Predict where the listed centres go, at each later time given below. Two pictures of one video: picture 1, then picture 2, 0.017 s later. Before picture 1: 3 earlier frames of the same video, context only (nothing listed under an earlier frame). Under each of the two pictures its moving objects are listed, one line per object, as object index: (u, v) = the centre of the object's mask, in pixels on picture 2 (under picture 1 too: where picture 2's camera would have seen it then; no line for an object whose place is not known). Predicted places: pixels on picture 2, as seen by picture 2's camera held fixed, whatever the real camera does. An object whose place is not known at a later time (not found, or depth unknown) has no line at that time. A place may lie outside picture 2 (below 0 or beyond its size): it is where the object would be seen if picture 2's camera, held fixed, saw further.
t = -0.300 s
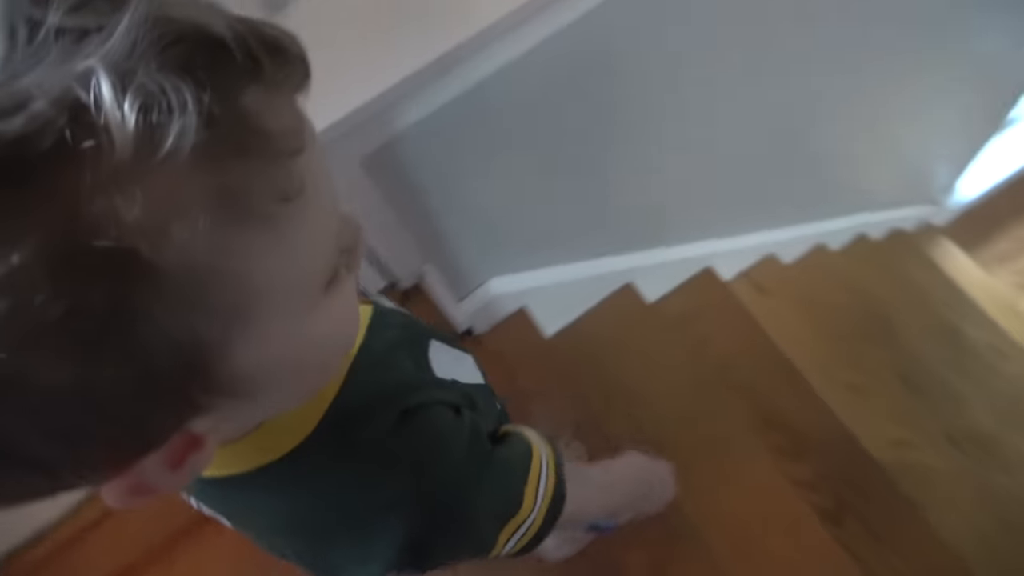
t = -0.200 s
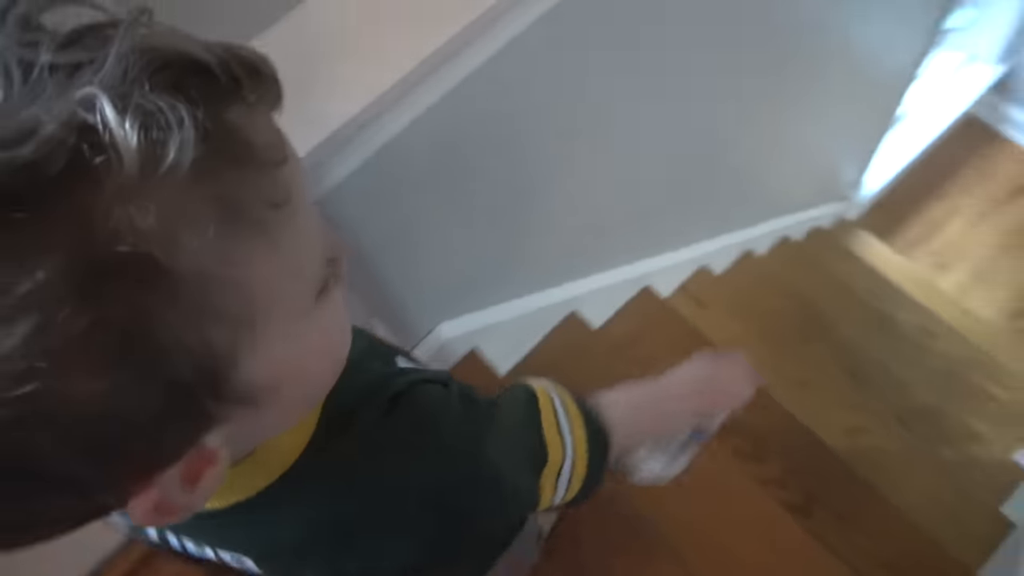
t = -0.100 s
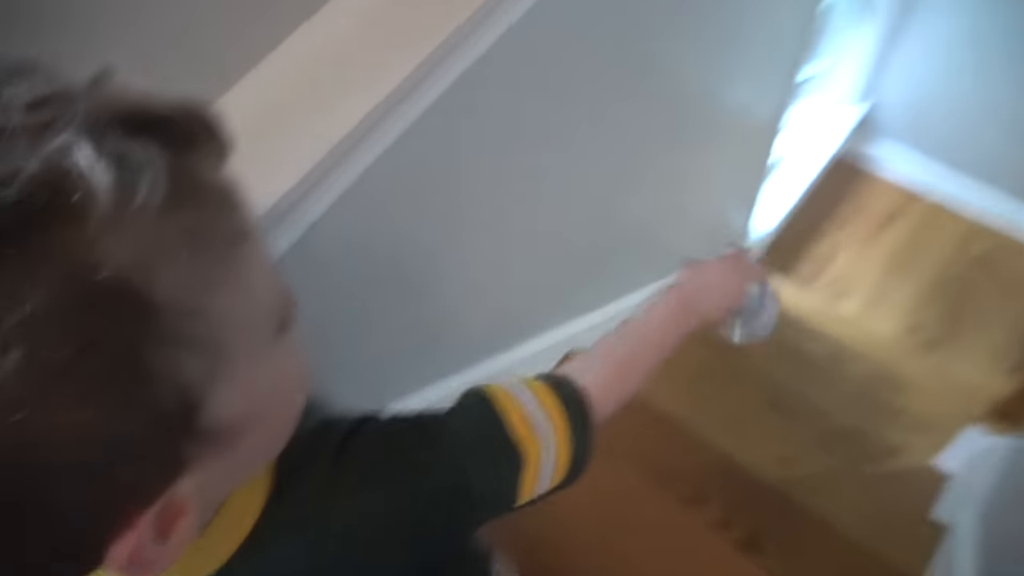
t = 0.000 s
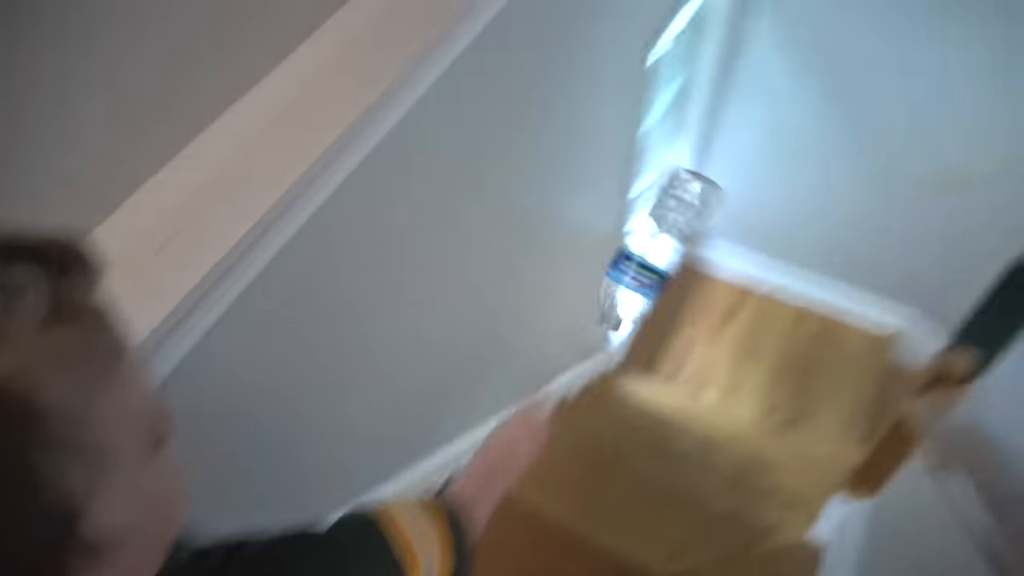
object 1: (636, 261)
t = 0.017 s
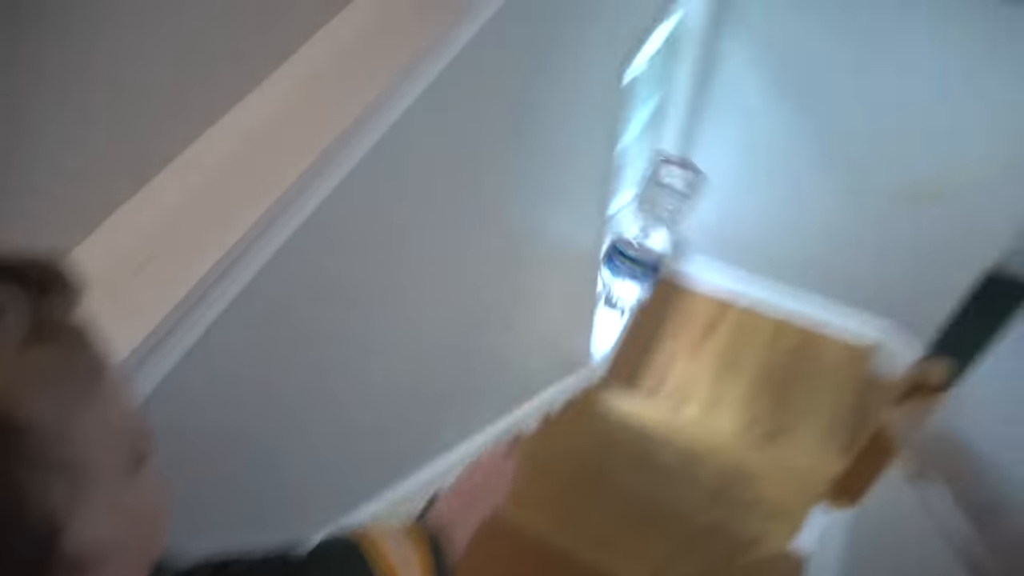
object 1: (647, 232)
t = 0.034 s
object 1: (664, 195)
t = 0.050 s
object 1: (679, 159)
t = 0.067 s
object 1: (687, 133)
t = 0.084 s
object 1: (695, 109)
